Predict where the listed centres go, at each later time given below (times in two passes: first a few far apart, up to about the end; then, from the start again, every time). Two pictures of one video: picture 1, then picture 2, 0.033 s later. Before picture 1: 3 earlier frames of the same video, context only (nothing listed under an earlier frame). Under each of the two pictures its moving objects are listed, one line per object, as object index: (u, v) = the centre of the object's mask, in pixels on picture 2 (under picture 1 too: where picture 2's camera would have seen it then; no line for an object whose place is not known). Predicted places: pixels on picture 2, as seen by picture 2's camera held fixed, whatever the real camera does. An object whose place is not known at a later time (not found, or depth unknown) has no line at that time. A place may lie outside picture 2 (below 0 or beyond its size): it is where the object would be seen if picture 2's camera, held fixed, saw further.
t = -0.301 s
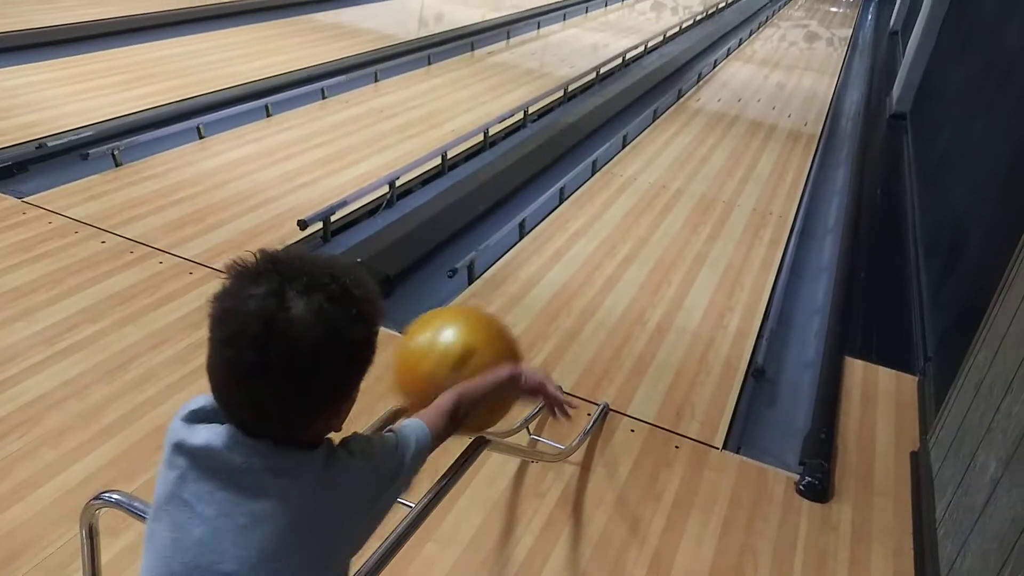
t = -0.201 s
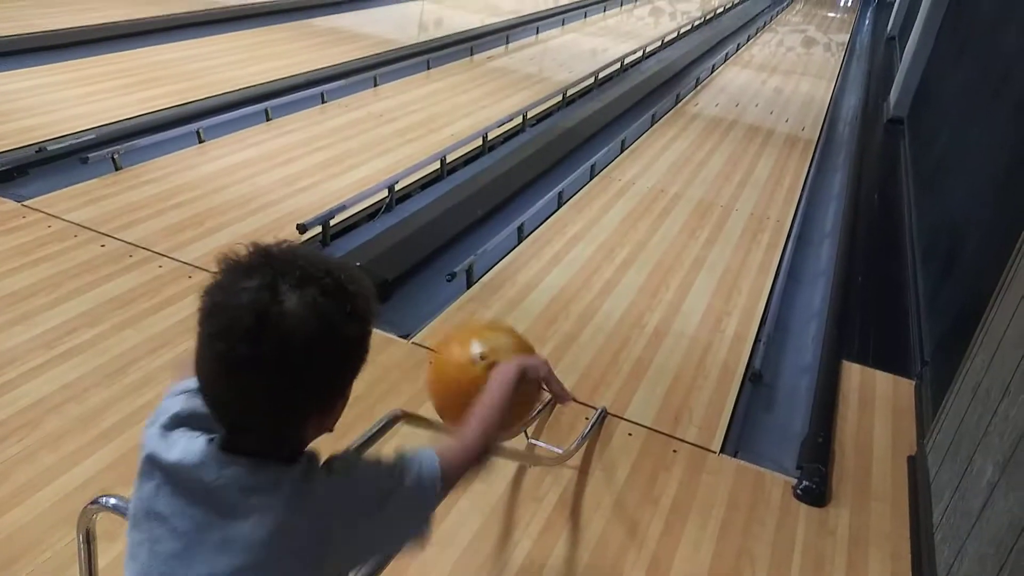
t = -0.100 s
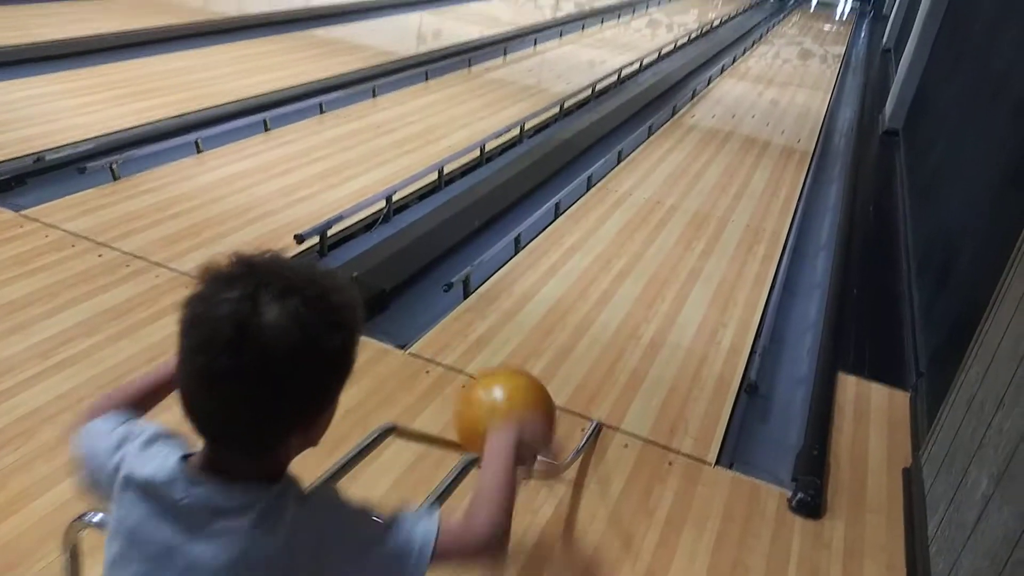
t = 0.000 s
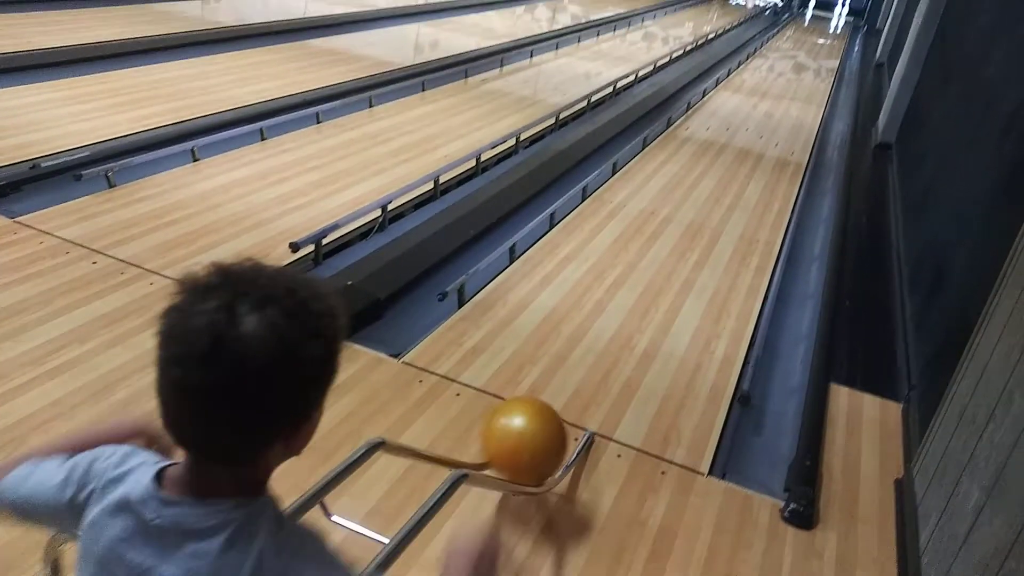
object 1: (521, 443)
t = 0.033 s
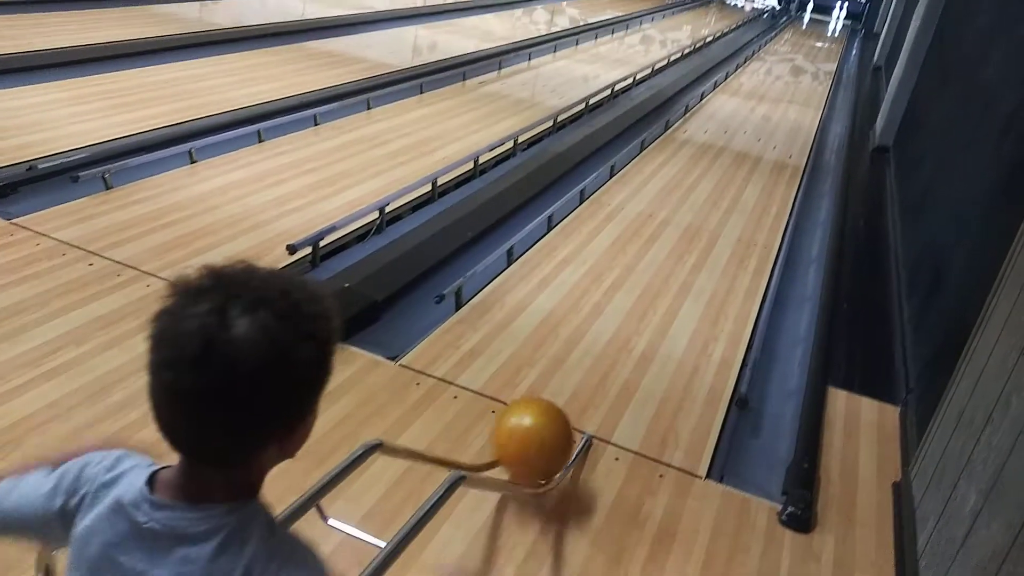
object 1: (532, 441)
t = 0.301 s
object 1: (610, 347)
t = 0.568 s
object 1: (657, 274)
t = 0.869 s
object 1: (693, 219)
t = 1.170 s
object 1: (718, 180)
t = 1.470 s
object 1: (735, 151)
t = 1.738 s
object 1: (748, 130)
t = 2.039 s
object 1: (759, 112)
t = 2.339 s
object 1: (768, 97)
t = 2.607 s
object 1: (774, 86)
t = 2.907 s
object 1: (780, 75)
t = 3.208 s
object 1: (785, 66)
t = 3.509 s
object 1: (790, 58)
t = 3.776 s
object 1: (793, 52)
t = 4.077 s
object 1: (796, 46)
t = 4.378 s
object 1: (799, 40)
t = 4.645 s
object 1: (802, 36)
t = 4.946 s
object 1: (804, 32)
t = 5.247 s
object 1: (806, 28)
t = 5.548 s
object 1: (807, 24)
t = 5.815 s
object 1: (809, 22)
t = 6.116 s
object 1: (810, 18)
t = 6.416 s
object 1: (811, 16)
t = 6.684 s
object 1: (812, 14)
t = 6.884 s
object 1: (814, 11)
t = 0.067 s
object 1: (542, 436)
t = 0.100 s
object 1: (553, 425)
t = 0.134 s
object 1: (563, 415)
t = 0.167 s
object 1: (575, 399)
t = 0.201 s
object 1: (584, 385)
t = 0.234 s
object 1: (593, 371)
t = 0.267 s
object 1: (602, 360)
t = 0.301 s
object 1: (610, 347)
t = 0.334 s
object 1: (617, 336)
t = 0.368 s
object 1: (624, 326)
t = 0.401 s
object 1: (630, 316)
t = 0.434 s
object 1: (636, 307)
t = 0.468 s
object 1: (642, 298)
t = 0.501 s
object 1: (647, 289)
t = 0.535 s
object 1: (652, 282)
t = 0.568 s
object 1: (657, 274)
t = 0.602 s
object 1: (662, 268)
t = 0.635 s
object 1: (666, 261)
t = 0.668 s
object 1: (671, 254)
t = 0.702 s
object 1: (675, 247)
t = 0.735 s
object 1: (678, 241)
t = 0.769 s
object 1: (682, 236)
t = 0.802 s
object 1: (686, 230)
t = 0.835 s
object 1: (689, 225)
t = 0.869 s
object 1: (693, 219)
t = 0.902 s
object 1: (696, 215)
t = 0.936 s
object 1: (699, 210)
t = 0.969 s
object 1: (702, 205)
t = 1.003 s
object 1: (705, 201)
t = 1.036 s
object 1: (708, 196)
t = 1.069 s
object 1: (710, 192)
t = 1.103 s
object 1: (713, 189)
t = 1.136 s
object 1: (715, 184)
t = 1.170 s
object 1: (718, 180)
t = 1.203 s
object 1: (720, 177)
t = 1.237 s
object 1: (722, 173)
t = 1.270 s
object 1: (724, 170)
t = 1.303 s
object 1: (726, 167)
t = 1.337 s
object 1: (728, 163)
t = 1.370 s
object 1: (730, 160)
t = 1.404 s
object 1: (732, 157)
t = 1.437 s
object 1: (734, 154)
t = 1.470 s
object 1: (735, 151)
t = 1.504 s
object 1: (737, 148)
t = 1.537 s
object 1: (739, 146)
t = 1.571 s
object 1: (741, 143)
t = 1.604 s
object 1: (742, 141)
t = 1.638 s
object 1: (744, 138)
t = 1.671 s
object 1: (745, 135)
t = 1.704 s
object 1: (747, 133)
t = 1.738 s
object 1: (748, 130)
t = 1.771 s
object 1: (749, 128)
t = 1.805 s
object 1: (751, 126)
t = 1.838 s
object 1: (752, 124)
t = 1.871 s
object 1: (753, 122)
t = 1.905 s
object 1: (755, 119)
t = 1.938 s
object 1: (756, 118)
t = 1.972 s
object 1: (757, 116)
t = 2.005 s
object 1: (758, 113)
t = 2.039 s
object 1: (759, 112)
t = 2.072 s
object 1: (760, 110)
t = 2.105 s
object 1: (761, 108)
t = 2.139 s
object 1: (762, 107)
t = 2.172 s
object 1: (763, 105)
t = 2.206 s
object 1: (764, 103)
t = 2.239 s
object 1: (765, 102)
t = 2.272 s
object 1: (766, 100)
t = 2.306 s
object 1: (767, 99)
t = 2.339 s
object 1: (768, 97)
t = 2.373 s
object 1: (769, 96)
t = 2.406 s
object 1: (770, 94)
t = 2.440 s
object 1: (770, 93)
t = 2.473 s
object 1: (771, 91)
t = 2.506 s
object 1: (772, 90)
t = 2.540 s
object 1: (773, 88)
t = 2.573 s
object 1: (774, 87)
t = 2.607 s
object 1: (774, 86)
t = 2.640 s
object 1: (775, 84)
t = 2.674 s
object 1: (776, 83)
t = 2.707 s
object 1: (776, 82)
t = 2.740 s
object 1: (777, 81)
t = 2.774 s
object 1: (778, 79)
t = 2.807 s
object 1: (779, 79)
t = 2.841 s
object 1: (779, 77)
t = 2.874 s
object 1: (780, 76)
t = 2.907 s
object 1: (780, 75)
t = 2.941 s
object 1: (781, 74)
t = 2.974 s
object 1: (781, 73)
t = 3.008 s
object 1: (782, 72)
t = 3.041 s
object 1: (782, 71)
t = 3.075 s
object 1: (783, 70)
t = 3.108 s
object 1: (784, 69)
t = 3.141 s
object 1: (784, 68)
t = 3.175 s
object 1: (785, 67)
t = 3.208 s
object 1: (785, 66)
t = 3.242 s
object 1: (786, 65)
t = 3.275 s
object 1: (786, 64)
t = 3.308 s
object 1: (787, 63)
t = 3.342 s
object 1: (788, 62)
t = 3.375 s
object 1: (788, 61)
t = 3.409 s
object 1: (788, 60)
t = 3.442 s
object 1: (789, 60)
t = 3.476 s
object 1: (789, 59)
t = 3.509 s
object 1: (790, 58)
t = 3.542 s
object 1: (790, 57)
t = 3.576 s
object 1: (791, 56)
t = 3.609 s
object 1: (791, 55)
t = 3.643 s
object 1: (791, 55)
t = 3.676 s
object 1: (792, 54)
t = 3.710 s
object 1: (792, 53)
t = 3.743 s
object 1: (793, 52)
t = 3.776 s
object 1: (793, 52)
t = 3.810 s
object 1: (793, 51)
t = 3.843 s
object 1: (794, 51)
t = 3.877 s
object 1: (794, 49)
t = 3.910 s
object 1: (795, 49)
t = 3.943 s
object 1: (795, 48)
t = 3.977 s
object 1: (795, 48)
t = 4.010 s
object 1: (796, 47)
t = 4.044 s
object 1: (796, 46)
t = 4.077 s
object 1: (796, 46)
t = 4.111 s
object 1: (797, 45)
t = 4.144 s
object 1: (797, 45)
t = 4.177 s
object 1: (797, 44)
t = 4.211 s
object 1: (798, 43)
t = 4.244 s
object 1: (798, 43)
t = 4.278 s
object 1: (798, 42)
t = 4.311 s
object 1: (798, 42)
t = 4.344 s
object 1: (799, 41)
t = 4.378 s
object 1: (799, 40)
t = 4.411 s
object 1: (799, 40)
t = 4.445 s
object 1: (800, 39)
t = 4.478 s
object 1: (800, 39)
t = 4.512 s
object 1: (800, 38)
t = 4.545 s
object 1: (800, 37)
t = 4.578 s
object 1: (801, 37)
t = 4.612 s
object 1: (801, 36)
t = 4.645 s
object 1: (802, 36)
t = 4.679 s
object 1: (802, 35)
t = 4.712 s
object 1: (802, 35)
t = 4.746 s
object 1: (802, 34)
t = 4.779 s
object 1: (802, 34)
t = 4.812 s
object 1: (803, 33)
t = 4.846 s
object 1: (803, 33)
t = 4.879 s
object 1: (803, 32)
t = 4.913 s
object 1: (804, 32)
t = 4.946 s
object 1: (804, 32)
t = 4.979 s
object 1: (804, 31)
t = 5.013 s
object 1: (805, 31)
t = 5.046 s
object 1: (805, 30)
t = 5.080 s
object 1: (805, 30)
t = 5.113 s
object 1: (805, 29)
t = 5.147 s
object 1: (805, 29)
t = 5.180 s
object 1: (806, 28)
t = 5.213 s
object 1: (806, 28)
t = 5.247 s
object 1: (806, 28)
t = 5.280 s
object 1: (806, 28)
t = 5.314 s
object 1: (806, 27)
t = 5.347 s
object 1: (806, 27)
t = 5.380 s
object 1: (807, 27)
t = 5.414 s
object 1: (807, 26)
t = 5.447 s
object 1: (807, 26)
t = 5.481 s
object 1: (807, 26)
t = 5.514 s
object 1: (807, 25)
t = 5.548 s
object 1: (807, 24)
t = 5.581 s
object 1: (808, 24)
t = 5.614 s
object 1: (808, 23)
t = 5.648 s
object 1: (808, 23)
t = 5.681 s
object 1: (808, 23)
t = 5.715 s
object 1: (808, 22)
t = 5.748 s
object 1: (809, 22)
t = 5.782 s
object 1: (809, 22)
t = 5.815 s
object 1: (809, 22)
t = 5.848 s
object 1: (809, 21)
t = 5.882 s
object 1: (809, 21)
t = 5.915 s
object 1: (810, 21)
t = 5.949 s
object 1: (810, 20)
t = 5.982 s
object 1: (810, 20)
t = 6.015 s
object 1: (810, 20)
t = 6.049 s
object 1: (810, 19)
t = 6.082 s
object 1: (810, 18)
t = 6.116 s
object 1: (810, 18)
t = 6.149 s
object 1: (810, 18)
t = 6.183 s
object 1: (810, 18)
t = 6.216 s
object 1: (811, 17)
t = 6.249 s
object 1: (811, 17)
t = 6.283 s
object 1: (811, 17)
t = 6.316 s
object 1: (811, 17)
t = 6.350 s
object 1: (811, 16)
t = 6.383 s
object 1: (811, 16)
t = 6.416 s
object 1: (811, 16)
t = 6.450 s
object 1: (812, 15)
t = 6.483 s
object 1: (812, 15)
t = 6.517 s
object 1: (812, 15)
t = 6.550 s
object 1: (812, 14)
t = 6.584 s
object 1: (813, 14)
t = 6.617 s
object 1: (813, 14)
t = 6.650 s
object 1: (812, 14)
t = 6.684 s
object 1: (812, 14)
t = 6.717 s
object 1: (813, 13)
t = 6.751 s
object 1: (813, 13)
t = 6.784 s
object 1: (813, 13)
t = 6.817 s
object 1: (814, 12)
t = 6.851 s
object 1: (814, 11)
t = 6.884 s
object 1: (814, 11)
